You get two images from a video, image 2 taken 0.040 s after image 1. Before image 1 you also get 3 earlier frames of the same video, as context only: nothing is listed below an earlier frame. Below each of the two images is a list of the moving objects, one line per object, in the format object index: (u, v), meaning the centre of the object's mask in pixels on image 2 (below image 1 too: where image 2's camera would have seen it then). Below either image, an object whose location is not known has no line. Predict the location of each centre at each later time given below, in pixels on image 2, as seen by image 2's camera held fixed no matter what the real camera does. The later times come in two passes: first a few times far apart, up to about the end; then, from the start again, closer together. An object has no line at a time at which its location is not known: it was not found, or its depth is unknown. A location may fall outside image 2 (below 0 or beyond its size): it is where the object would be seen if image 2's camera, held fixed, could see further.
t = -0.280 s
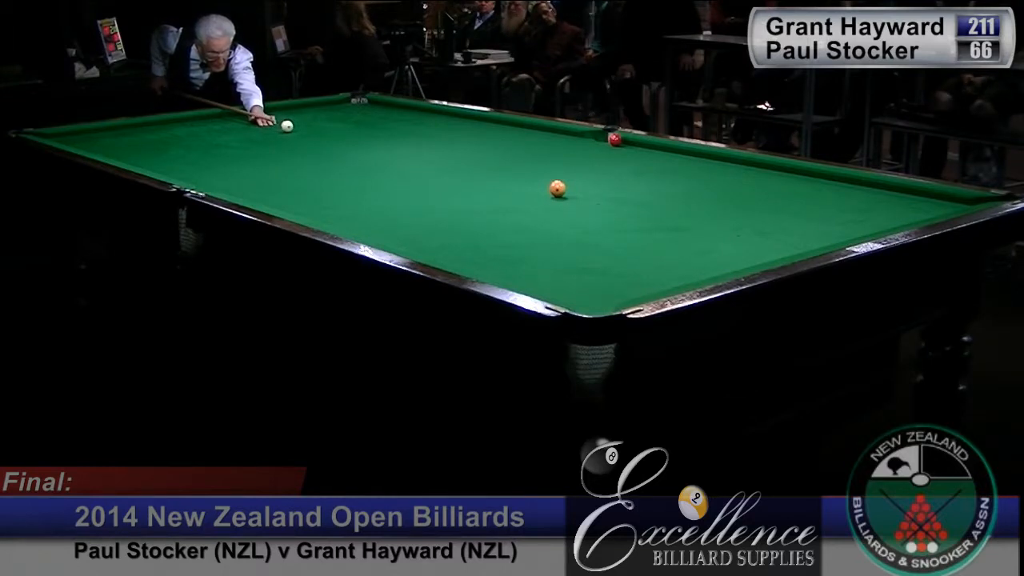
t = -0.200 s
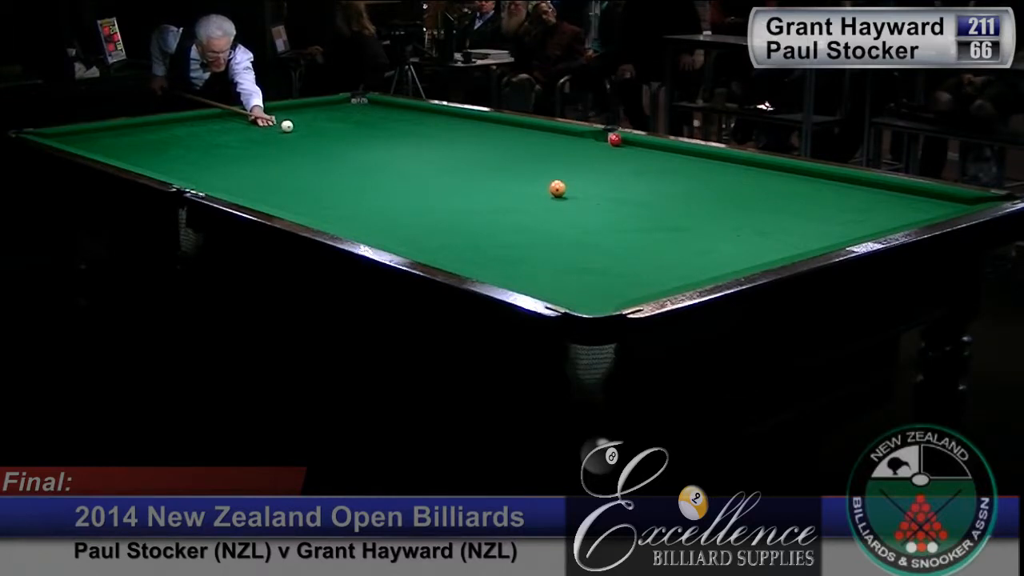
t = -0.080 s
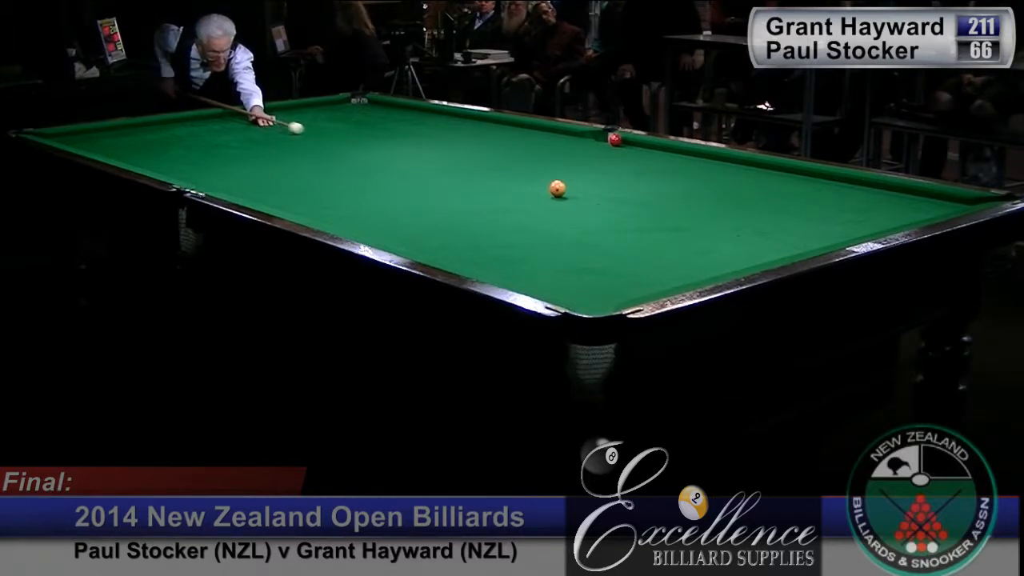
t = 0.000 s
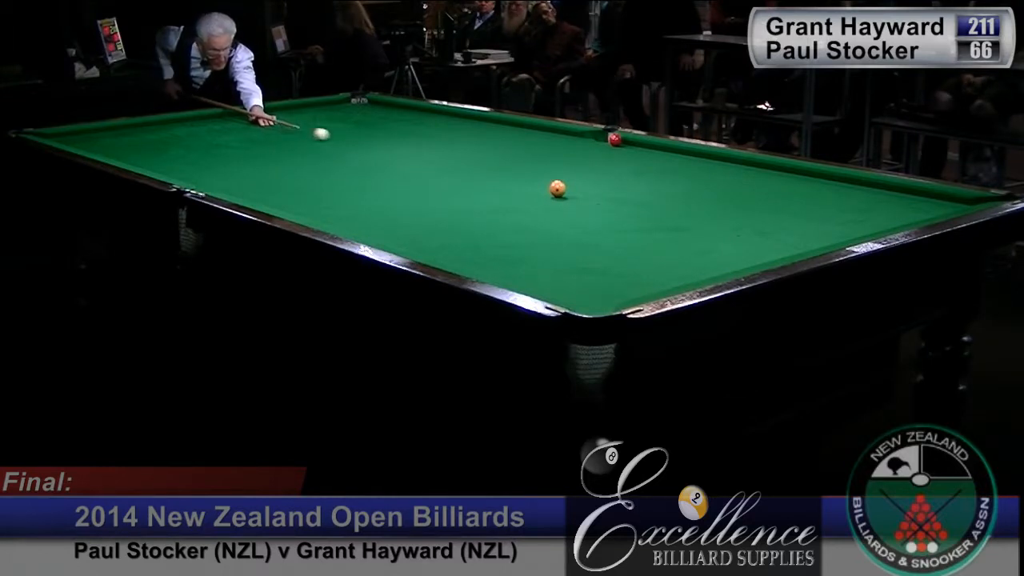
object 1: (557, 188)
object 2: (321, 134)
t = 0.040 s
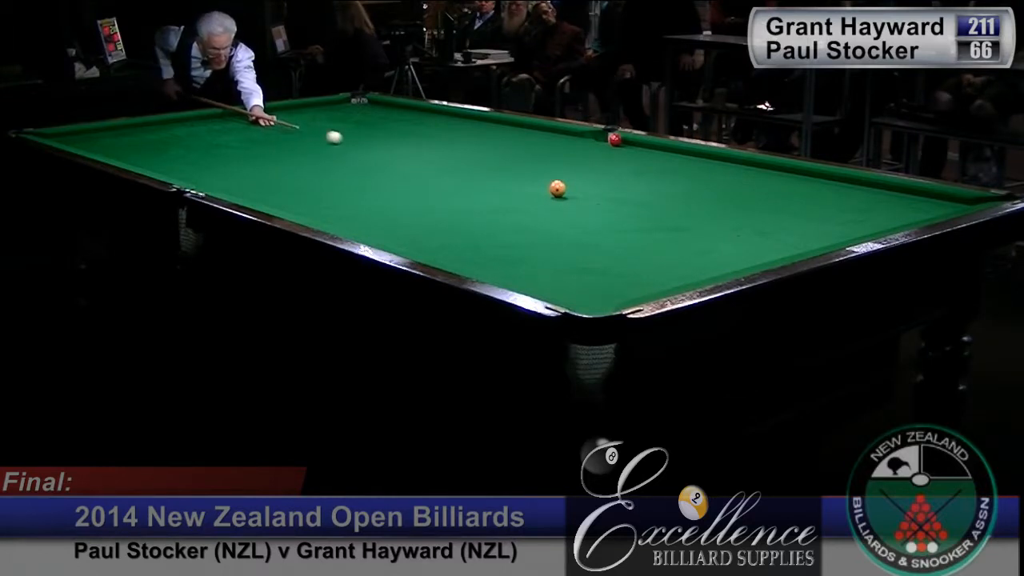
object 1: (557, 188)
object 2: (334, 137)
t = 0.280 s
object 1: (557, 188)
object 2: (412, 156)
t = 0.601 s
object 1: (557, 188)
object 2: (539, 186)
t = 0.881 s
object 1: (689, 199)
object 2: (536, 209)
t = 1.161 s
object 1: (808, 210)
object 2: (549, 236)
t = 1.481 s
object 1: (910, 215)
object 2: (567, 275)
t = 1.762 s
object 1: (867, 201)
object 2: (587, 309)
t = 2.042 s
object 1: (830, 187)
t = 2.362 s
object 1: (794, 174)
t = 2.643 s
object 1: (766, 164)
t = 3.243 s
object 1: (687, 155)
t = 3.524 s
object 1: (656, 152)
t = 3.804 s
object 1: (627, 149)
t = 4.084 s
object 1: (601, 146)
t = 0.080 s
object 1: (557, 188)
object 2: (347, 140)
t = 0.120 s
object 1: (557, 188)
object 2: (359, 143)
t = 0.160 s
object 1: (557, 188)
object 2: (372, 146)
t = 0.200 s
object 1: (557, 188)
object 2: (385, 149)
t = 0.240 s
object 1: (557, 188)
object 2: (398, 152)
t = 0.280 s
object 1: (557, 188)
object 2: (412, 156)
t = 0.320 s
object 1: (557, 188)
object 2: (425, 159)
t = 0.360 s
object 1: (557, 188)
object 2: (440, 162)
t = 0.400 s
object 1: (557, 188)
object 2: (455, 166)
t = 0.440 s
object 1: (557, 188)
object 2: (471, 170)
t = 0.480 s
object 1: (557, 188)
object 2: (488, 174)
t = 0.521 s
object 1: (557, 188)
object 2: (504, 178)
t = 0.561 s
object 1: (557, 188)
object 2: (521, 182)
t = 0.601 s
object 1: (557, 188)
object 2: (539, 186)
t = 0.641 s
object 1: (576, 189)
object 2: (539, 189)
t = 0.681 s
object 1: (598, 191)
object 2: (536, 192)
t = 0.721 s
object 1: (618, 193)
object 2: (533, 195)
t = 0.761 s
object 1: (637, 195)
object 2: (533, 198)
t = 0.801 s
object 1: (655, 196)
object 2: (533, 202)
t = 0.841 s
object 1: (673, 198)
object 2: (535, 205)
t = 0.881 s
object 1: (689, 199)
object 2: (536, 209)
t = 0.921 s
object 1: (706, 201)
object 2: (538, 212)
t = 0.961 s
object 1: (723, 202)
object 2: (540, 216)
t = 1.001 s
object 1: (739, 204)
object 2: (541, 220)
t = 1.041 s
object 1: (756, 205)
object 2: (543, 224)
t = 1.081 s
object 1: (773, 207)
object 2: (545, 228)
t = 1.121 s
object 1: (791, 208)
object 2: (547, 232)
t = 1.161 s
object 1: (808, 210)
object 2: (549, 236)
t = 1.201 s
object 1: (825, 212)
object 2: (551, 241)
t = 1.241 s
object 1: (842, 213)
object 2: (553, 245)
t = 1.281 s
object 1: (859, 215)
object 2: (555, 250)
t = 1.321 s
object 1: (877, 216)
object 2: (558, 255)
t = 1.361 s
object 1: (894, 217)
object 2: (560, 260)
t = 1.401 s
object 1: (911, 217)
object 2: (562, 265)
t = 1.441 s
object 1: (916, 216)
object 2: (564, 270)
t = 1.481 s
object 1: (910, 215)
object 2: (567, 275)
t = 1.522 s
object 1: (903, 214)
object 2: (569, 281)
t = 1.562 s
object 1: (897, 212)
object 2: (572, 287)
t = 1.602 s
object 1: (890, 210)
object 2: (575, 292)
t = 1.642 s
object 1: (884, 207)
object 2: (578, 298)
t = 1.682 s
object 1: (878, 205)
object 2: (581, 302)
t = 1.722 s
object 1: (873, 203)
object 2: (583, 305)
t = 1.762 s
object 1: (867, 201)
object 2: (587, 309)
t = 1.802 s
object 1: (861, 199)
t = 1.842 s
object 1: (856, 197)
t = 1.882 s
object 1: (850, 195)
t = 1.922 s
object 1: (845, 193)
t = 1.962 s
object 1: (840, 191)
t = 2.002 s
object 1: (835, 189)
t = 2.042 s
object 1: (830, 187)
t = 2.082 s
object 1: (825, 186)
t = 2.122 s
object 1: (821, 184)
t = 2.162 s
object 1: (816, 182)
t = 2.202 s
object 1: (811, 180)
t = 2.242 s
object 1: (807, 179)
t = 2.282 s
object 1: (802, 177)
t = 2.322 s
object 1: (798, 176)
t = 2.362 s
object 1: (794, 174)
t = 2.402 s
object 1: (790, 173)
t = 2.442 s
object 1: (786, 171)
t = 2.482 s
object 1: (782, 170)
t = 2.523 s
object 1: (778, 168)
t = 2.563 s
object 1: (774, 167)
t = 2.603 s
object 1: (771, 166)
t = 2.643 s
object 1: (766, 164)
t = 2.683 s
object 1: (760, 163)
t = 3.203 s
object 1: (694, 156)
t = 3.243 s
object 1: (687, 155)
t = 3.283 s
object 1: (683, 155)
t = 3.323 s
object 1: (678, 154)
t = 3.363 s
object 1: (674, 154)
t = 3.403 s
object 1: (669, 154)
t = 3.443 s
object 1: (665, 153)
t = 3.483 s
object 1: (660, 153)
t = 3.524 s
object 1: (656, 152)
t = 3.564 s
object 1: (652, 152)
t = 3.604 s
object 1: (647, 152)
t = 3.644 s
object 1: (643, 151)
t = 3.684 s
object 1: (639, 150)
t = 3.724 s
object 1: (635, 150)
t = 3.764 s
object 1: (631, 150)
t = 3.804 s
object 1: (627, 149)
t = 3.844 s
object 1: (623, 149)
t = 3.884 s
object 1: (620, 148)
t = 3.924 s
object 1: (616, 148)
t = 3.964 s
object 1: (612, 148)
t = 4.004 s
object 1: (608, 147)
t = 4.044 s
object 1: (605, 147)
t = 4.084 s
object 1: (601, 146)
